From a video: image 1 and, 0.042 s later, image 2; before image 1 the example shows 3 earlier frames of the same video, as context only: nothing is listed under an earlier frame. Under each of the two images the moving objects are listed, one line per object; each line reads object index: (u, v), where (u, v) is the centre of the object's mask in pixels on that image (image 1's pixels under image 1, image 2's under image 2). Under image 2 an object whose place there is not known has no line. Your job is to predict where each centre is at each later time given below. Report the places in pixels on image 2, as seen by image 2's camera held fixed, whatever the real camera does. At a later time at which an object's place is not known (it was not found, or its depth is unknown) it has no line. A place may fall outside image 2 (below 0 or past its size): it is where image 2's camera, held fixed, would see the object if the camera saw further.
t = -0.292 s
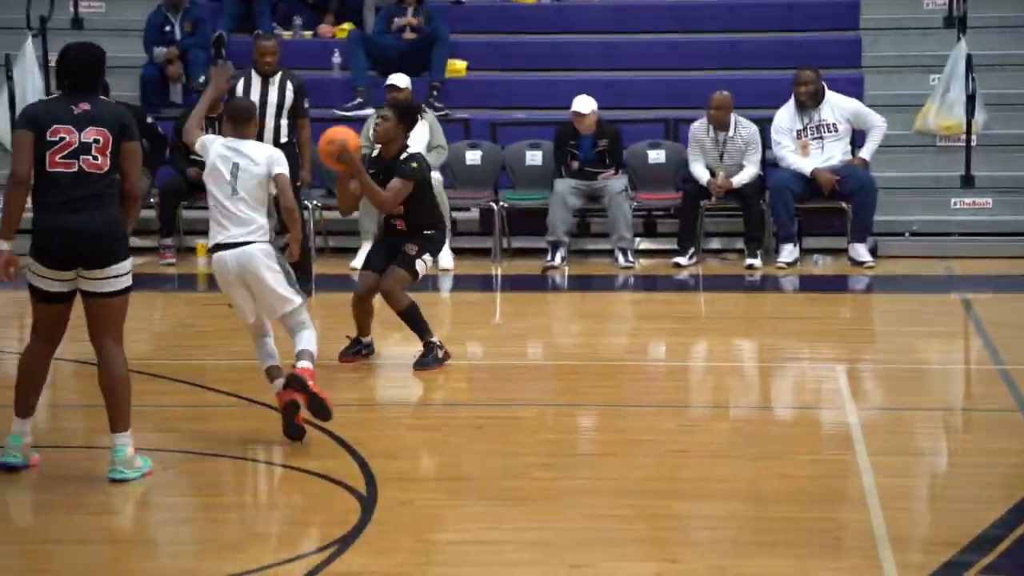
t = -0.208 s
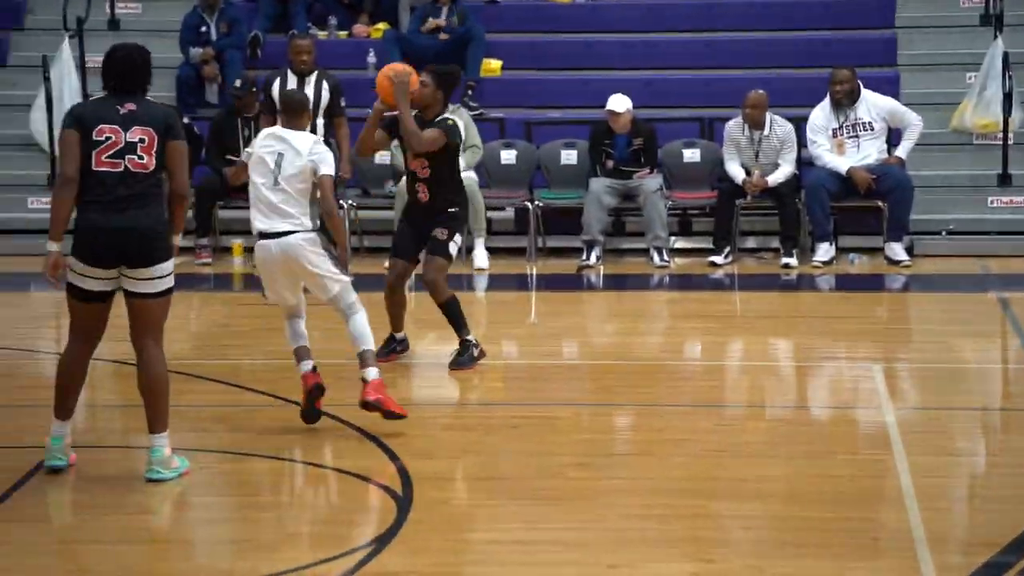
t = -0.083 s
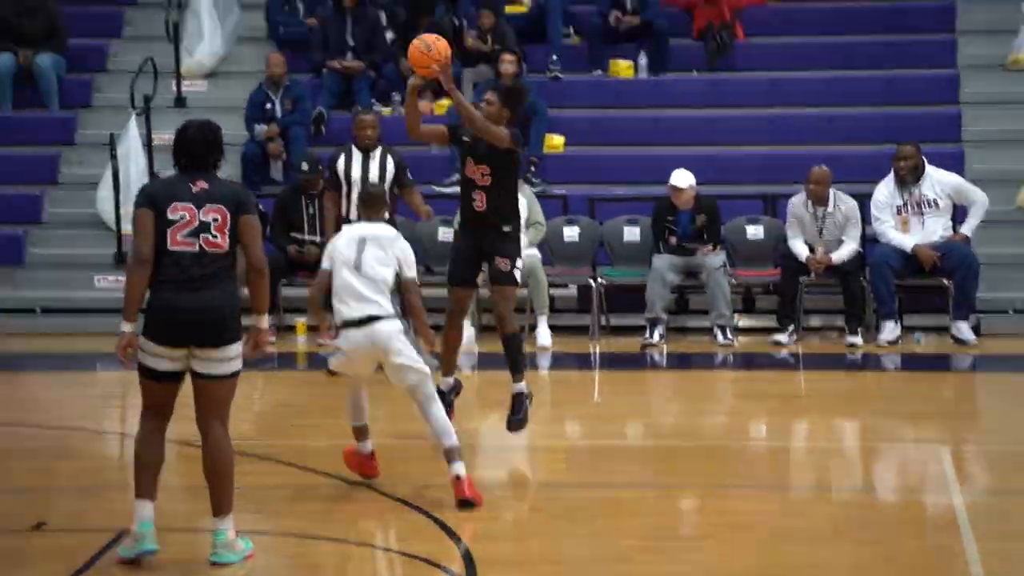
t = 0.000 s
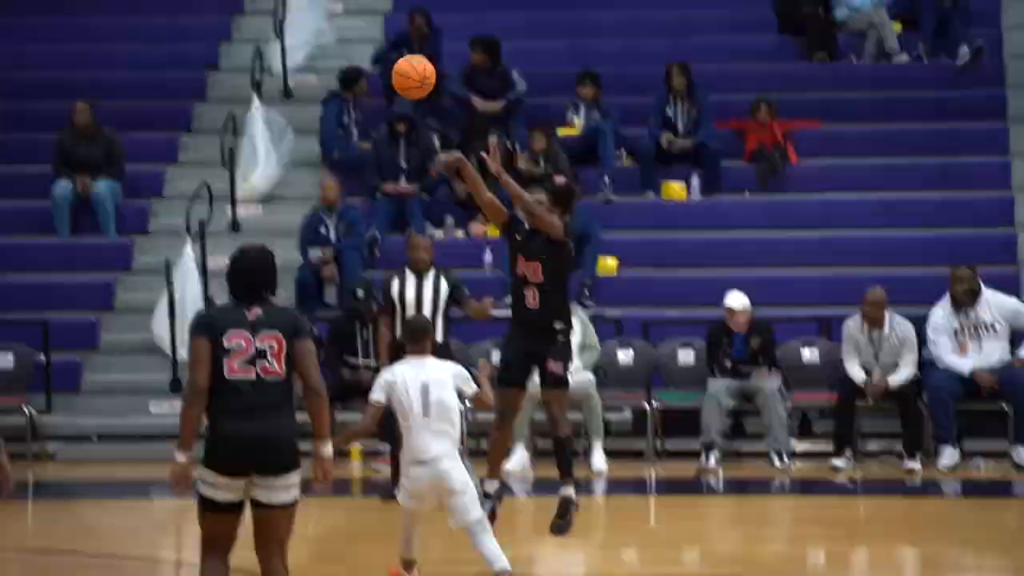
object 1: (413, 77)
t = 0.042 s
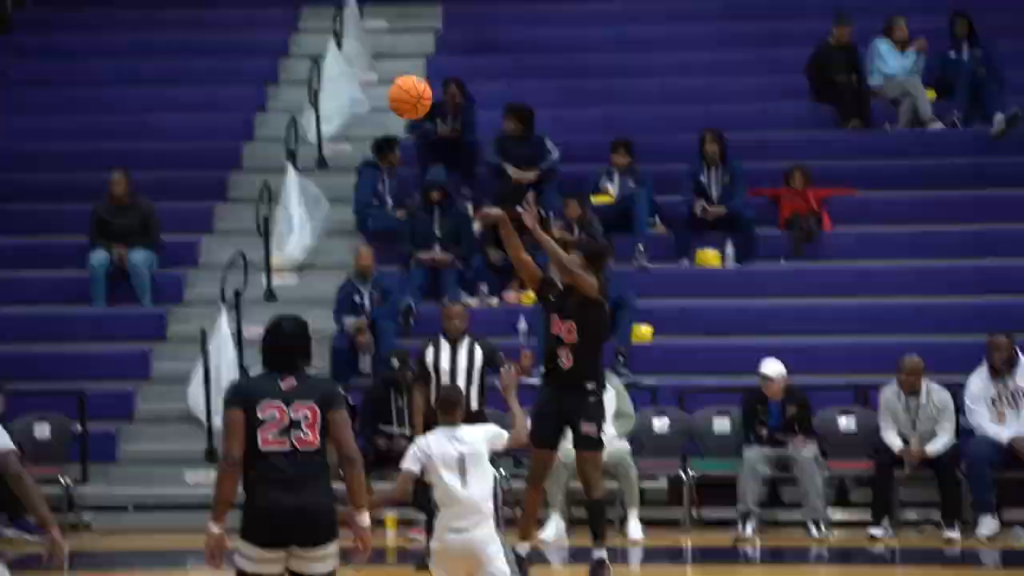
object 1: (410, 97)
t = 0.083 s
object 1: (372, 52)
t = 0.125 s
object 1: (333, 9)
